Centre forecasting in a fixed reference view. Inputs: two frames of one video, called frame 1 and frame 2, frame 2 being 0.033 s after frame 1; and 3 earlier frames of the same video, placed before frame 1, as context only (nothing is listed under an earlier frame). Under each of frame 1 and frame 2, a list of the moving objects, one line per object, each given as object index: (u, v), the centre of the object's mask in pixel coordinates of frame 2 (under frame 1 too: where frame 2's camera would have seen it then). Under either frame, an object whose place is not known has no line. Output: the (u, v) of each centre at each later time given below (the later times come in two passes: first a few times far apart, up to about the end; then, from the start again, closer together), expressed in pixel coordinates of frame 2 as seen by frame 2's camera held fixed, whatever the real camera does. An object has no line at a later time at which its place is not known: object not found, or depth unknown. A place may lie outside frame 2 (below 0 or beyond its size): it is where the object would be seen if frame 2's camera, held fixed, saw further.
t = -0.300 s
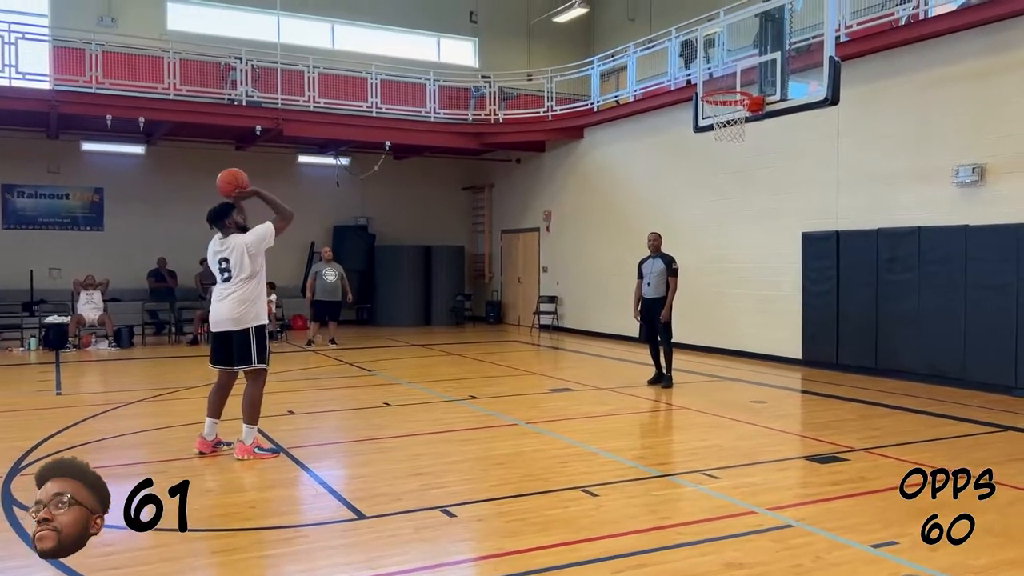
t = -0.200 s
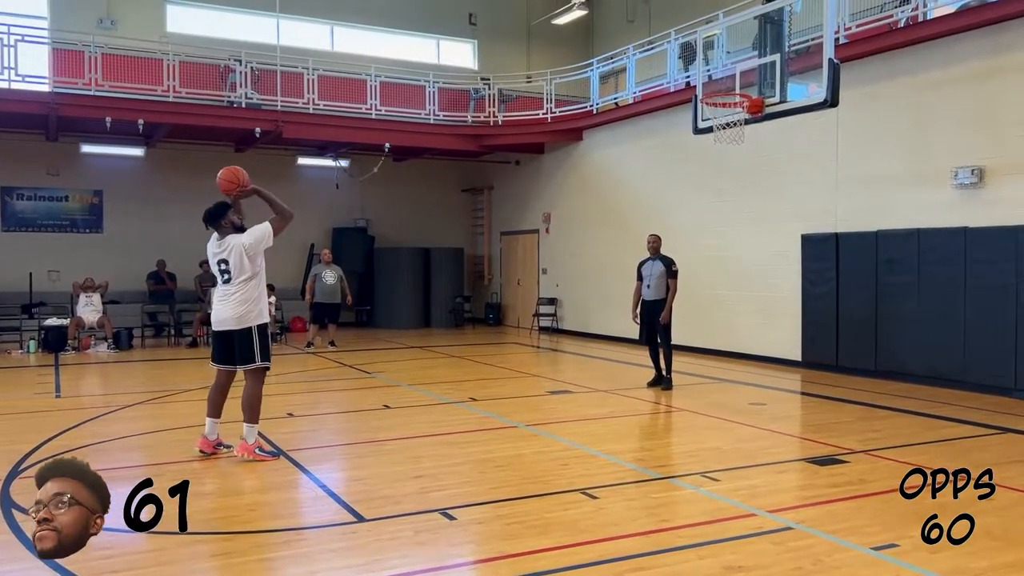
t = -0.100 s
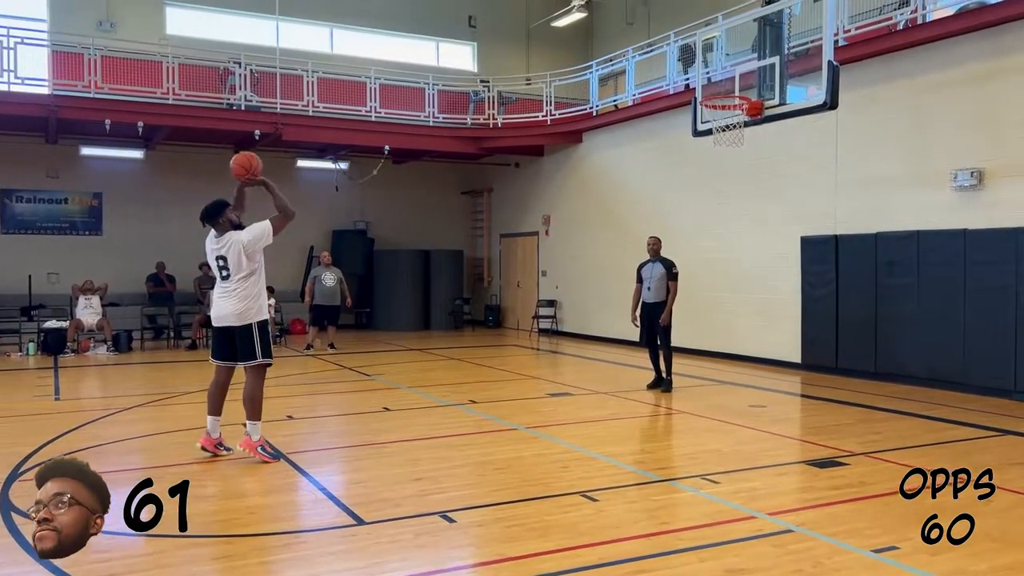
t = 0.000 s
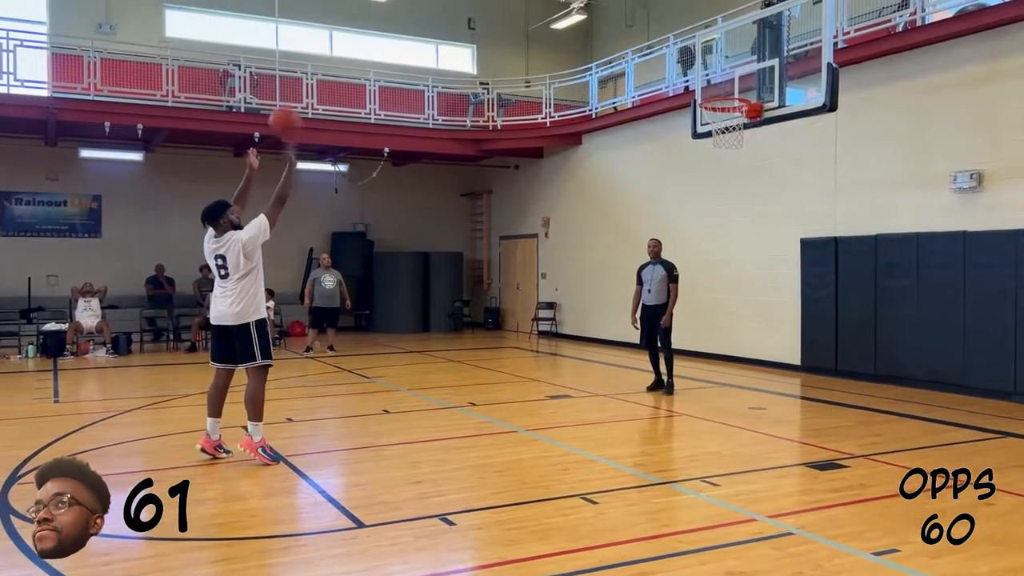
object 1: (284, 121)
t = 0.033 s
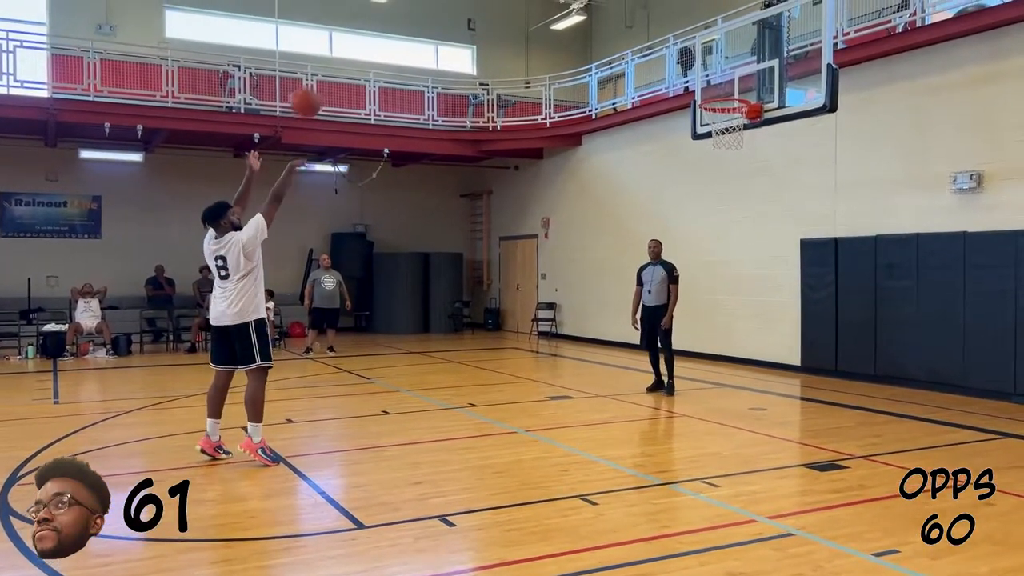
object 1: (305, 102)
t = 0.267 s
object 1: (436, 7)
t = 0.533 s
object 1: (567, -7)
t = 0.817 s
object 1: (688, 42)
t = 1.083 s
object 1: (688, 69)
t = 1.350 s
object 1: (579, 63)
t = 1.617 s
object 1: (477, 126)
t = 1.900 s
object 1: (376, 265)
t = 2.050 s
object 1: (324, 362)
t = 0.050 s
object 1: (316, 93)
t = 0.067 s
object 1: (326, 82)
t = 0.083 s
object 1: (335, 73)
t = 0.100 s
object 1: (344, 67)
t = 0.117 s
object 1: (354, 60)
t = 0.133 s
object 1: (364, 52)
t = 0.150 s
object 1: (373, 45)
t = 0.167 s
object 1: (383, 37)
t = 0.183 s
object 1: (392, 32)
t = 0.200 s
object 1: (400, 26)
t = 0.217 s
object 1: (409, 21)
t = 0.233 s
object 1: (419, 15)
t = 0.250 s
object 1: (427, 11)
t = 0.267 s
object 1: (436, 7)
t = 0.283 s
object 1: (446, 5)
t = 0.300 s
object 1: (454, 3)
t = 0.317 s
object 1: (462, 1)
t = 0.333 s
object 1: (471, 0)
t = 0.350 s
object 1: (480, -2)
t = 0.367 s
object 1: (489, -3)
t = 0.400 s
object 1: (504, -5)
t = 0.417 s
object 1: (513, -6)
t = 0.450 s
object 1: (528, -7)
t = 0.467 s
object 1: (537, -7)
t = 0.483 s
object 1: (544, -7)
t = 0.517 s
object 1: (559, -7)
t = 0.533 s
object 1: (567, -7)
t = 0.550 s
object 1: (575, -7)
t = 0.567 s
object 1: (583, -6)
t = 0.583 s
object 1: (591, -6)
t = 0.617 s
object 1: (605, -4)
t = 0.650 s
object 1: (620, -1)
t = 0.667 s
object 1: (627, 1)
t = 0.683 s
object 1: (634, 5)
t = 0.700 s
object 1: (641, 8)
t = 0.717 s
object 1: (648, 12)
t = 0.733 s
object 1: (655, 17)
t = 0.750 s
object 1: (661, 21)
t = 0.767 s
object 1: (668, 25)
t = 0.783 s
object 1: (675, 32)
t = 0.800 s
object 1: (682, 36)
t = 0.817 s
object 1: (688, 42)
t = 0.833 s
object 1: (696, 48)
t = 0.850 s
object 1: (702, 54)
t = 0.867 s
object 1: (708, 60)
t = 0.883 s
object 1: (715, 66)
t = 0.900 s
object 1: (722, 73)
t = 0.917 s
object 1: (728, 81)
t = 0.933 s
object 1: (733, 88)
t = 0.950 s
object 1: (741, 94)
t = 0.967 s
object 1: (739, 94)
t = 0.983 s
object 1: (731, 89)
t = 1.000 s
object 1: (724, 86)
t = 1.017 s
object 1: (716, 82)
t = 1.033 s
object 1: (709, 78)
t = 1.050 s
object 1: (702, 75)
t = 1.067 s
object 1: (695, 72)
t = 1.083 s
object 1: (688, 69)
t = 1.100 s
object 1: (681, 66)
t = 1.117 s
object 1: (675, 64)
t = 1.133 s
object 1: (667, 62)
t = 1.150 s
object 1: (660, 61)
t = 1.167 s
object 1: (653, 59)
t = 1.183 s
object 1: (647, 59)
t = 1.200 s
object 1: (640, 58)
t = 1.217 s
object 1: (633, 57)
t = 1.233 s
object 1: (626, 57)
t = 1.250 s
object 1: (620, 57)
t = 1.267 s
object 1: (613, 58)
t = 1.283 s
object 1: (606, 59)
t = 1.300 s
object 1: (599, 59)
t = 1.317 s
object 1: (592, 60)
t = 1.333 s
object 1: (585, 61)
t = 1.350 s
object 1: (579, 63)
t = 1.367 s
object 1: (573, 65)
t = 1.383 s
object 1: (566, 68)
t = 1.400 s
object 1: (559, 70)
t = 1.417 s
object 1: (553, 73)
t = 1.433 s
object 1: (546, 76)
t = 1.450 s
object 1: (540, 80)
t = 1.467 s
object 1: (533, 83)
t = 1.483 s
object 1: (527, 87)
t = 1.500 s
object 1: (521, 91)
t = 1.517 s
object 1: (514, 95)
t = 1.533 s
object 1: (508, 99)
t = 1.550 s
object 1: (501, 103)
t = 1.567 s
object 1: (495, 109)
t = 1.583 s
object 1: (489, 116)
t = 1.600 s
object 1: (483, 121)
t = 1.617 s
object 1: (477, 126)
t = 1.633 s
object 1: (470, 135)
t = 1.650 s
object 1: (465, 140)
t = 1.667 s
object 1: (458, 147)
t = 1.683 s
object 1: (452, 153)
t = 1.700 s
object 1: (446, 160)
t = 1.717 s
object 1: (440, 168)
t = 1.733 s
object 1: (434, 175)
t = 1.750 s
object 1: (428, 183)
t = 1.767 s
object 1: (422, 191)
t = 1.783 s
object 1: (417, 199)
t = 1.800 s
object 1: (411, 208)
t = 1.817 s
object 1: (405, 216)
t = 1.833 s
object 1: (399, 225)
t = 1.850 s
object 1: (393, 234)
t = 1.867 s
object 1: (387, 245)
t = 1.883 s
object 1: (382, 255)
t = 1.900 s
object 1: (376, 265)
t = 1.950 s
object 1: (359, 295)
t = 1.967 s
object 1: (353, 306)
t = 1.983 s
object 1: (347, 317)
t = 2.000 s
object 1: (342, 326)
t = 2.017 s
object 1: (335, 339)
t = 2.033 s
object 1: (331, 349)
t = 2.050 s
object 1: (324, 362)
